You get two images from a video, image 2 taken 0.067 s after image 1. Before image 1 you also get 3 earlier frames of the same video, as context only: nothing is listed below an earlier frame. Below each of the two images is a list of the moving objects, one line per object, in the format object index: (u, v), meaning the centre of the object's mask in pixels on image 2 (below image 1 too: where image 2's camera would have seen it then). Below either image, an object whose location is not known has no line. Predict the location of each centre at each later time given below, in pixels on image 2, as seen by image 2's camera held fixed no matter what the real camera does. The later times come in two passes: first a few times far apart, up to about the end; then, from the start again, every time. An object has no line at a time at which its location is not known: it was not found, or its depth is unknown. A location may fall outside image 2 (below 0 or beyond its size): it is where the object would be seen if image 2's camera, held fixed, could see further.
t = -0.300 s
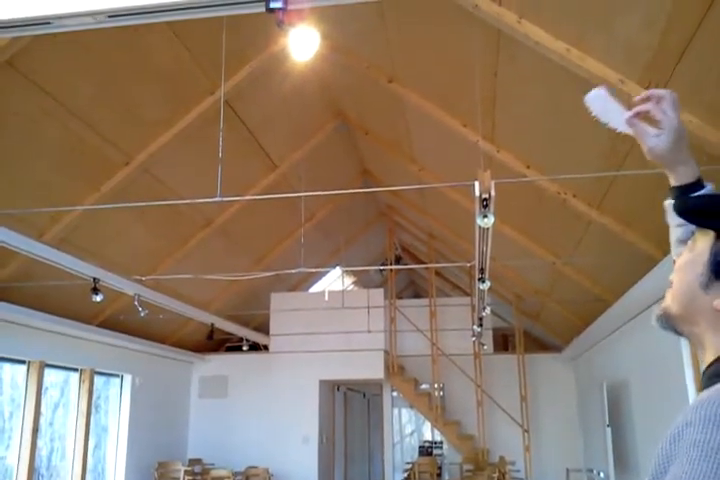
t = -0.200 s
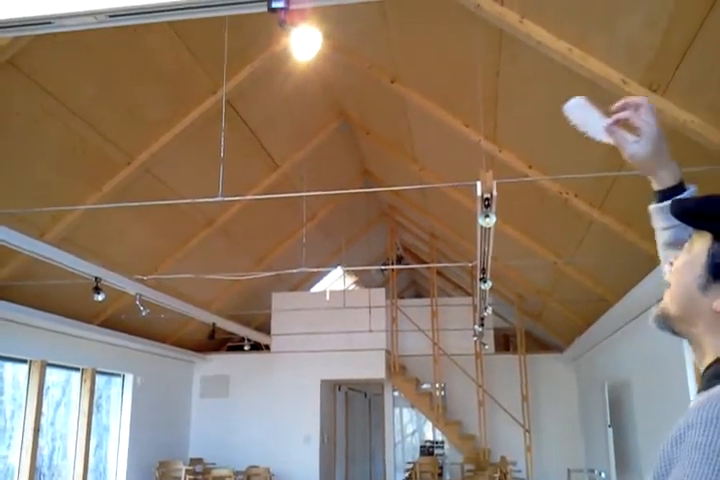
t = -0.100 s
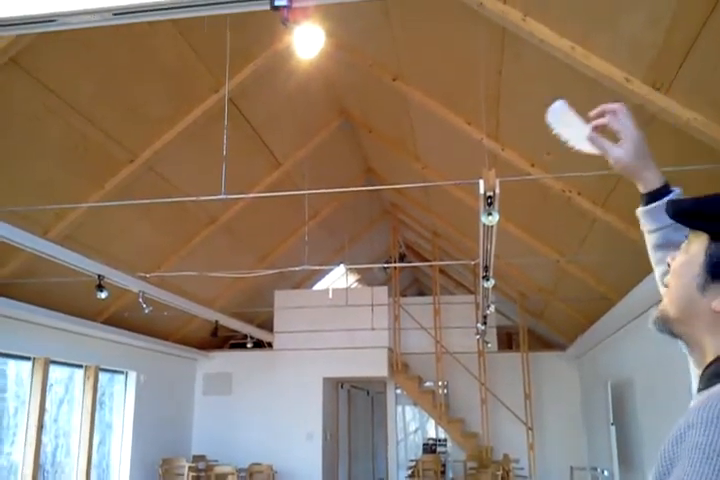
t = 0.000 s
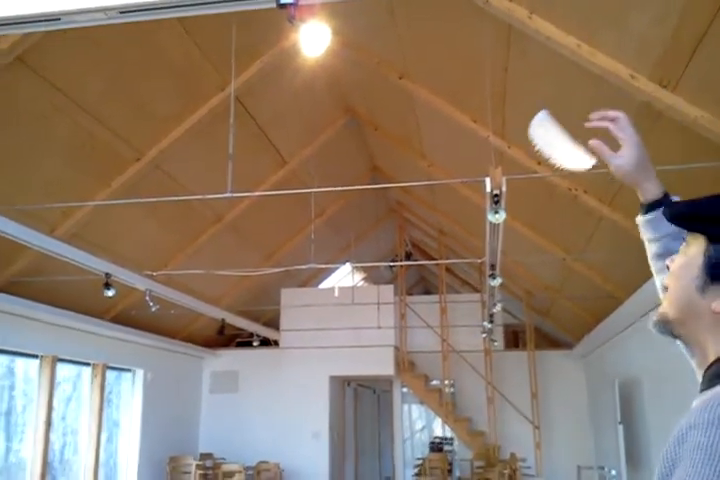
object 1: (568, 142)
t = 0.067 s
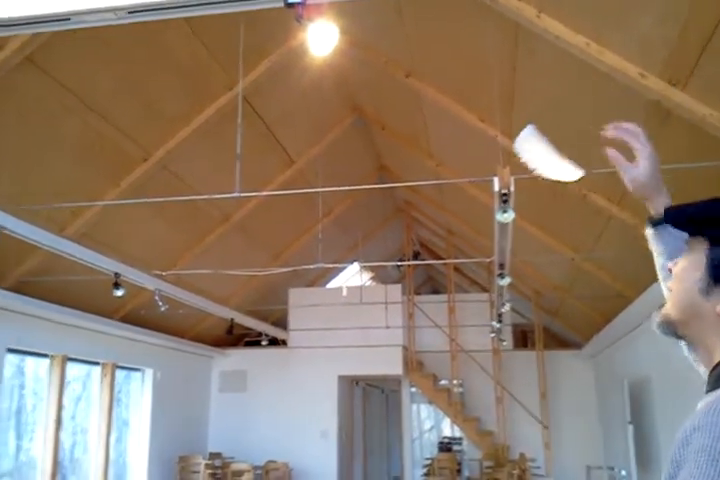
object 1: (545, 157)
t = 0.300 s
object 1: (458, 190)
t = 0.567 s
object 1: (400, 207)
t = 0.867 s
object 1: (349, 248)
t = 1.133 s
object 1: (294, 270)
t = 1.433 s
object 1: (262, 280)
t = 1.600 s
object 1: (241, 287)
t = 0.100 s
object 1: (530, 162)
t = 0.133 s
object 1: (518, 168)
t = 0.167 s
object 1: (504, 173)
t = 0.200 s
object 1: (492, 177)
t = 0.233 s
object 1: (480, 182)
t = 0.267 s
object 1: (469, 186)
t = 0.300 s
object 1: (458, 190)
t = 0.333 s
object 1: (449, 192)
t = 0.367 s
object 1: (440, 194)
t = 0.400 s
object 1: (432, 197)
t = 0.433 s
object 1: (424, 198)
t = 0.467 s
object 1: (417, 200)
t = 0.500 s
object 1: (411, 202)
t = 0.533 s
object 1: (406, 204)
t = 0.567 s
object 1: (400, 207)
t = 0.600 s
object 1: (395, 209)
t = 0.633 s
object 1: (389, 212)
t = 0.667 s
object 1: (384, 216)
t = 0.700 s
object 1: (379, 220)
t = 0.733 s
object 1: (374, 225)
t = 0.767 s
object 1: (368, 230)
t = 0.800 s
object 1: (362, 237)
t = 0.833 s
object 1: (356, 242)
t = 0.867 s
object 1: (349, 248)
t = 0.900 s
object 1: (342, 252)
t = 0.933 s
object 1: (336, 257)
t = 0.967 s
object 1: (325, 260)
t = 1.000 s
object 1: (318, 263)
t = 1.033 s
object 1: (311, 265)
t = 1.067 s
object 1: (301, 267)
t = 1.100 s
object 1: (299, 268)
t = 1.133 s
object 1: (294, 270)
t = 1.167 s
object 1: (291, 272)
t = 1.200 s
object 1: (287, 273)
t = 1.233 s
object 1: (283, 275)
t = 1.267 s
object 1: (280, 276)
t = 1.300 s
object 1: (275, 277)
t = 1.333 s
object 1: (270, 278)
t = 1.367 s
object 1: (266, 278)
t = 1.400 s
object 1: (264, 279)
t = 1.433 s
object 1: (262, 280)
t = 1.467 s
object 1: (260, 281)
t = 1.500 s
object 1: (257, 282)
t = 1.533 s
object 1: (254, 284)
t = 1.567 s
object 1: (248, 285)
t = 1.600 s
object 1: (241, 287)
